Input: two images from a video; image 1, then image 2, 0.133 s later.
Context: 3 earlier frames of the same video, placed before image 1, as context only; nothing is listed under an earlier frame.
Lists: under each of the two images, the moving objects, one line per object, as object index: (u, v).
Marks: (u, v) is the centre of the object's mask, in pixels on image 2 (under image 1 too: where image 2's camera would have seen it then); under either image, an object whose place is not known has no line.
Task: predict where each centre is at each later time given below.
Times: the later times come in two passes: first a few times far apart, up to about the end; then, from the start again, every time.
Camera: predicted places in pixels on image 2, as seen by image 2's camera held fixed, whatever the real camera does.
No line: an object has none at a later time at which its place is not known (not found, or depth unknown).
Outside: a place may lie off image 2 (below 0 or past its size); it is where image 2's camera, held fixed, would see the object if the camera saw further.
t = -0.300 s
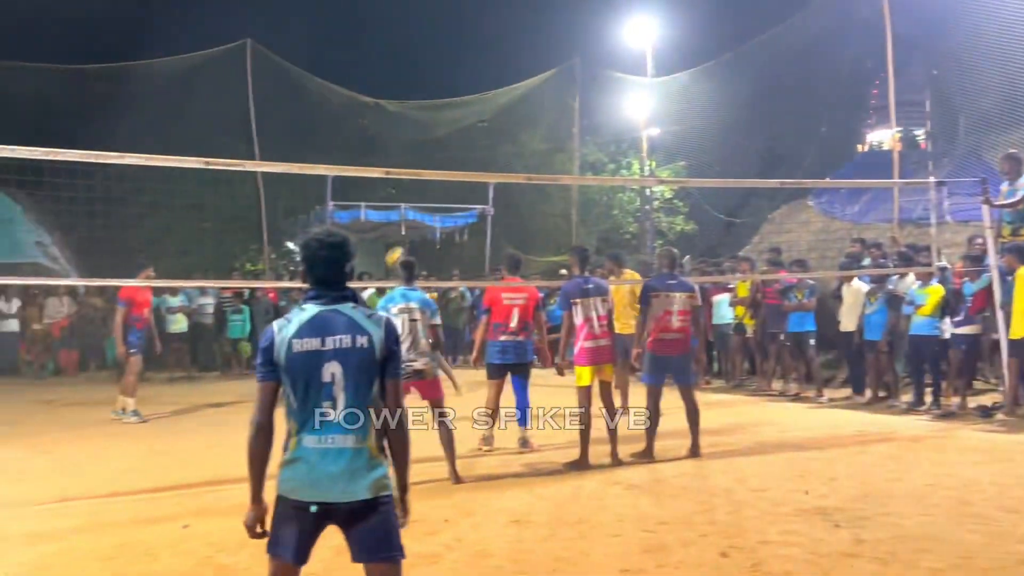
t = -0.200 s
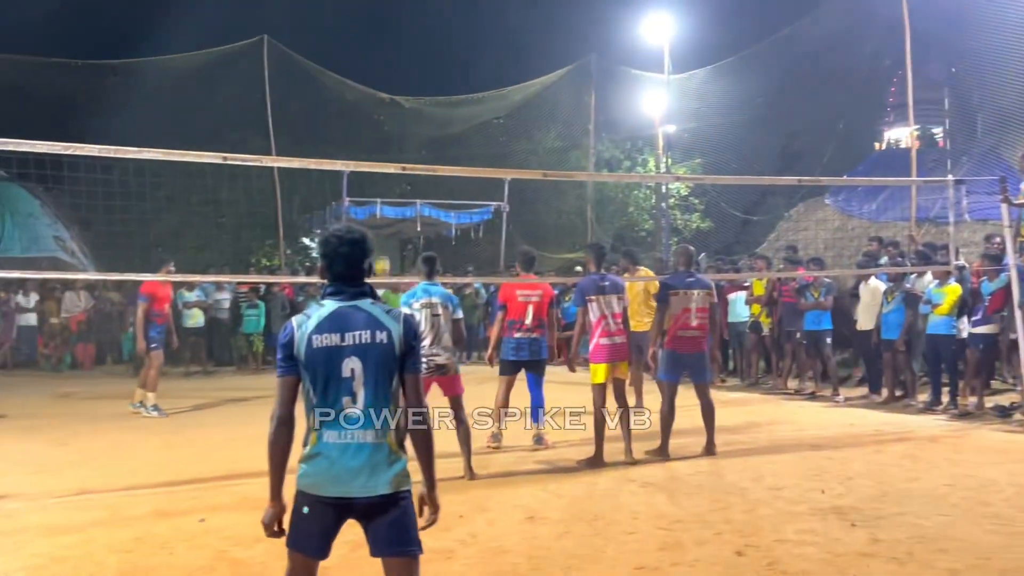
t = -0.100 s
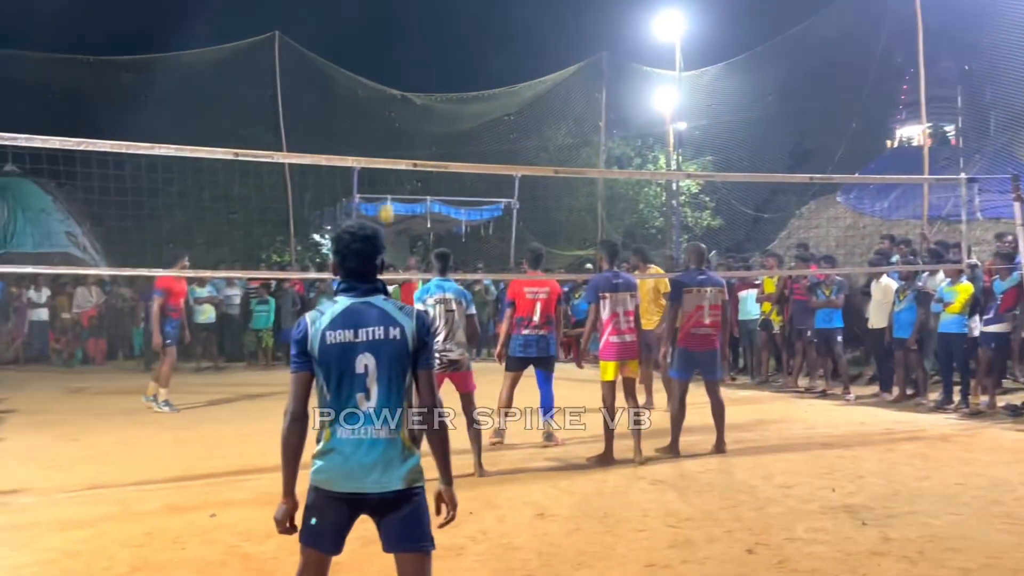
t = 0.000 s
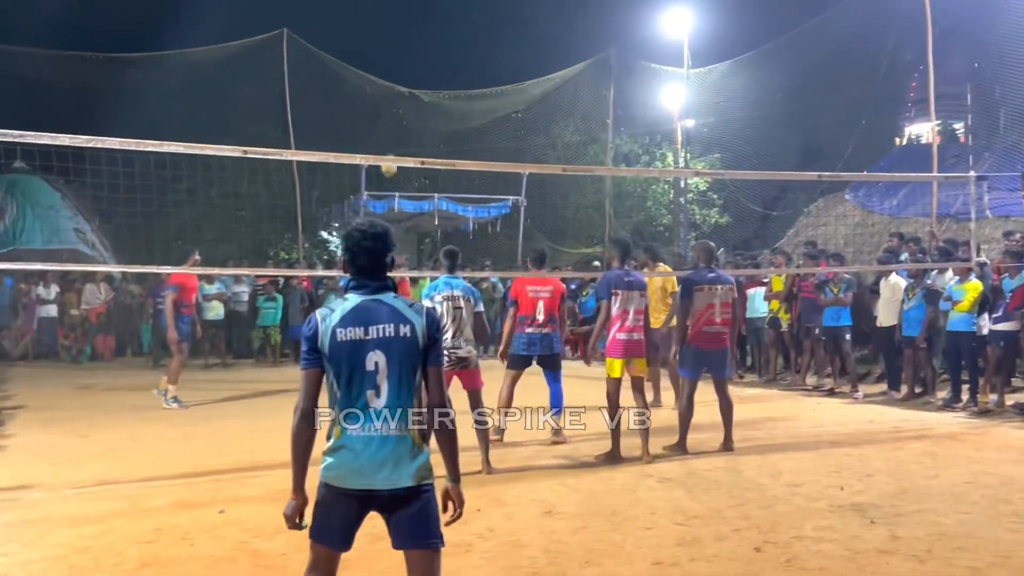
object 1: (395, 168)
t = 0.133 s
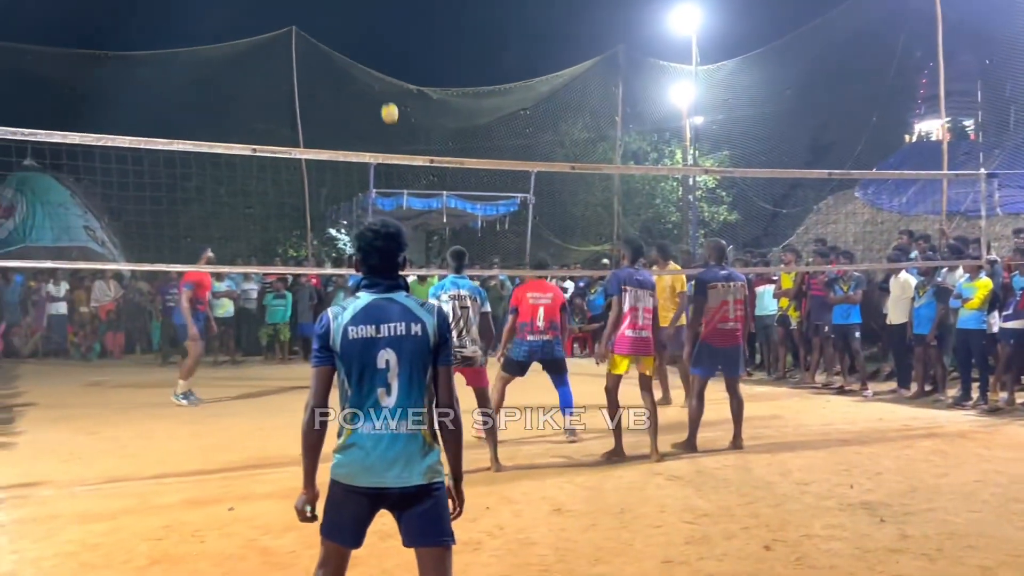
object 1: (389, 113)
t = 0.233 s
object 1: (385, 84)
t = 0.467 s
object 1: (372, 44)
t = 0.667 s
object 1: (361, 46)
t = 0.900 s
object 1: (347, 94)
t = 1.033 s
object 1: (337, 143)
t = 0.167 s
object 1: (388, 103)
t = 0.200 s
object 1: (387, 93)
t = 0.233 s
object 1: (385, 84)
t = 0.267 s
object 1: (383, 75)
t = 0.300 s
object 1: (382, 68)
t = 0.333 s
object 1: (380, 62)
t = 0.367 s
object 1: (378, 56)
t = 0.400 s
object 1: (376, 51)
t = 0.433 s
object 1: (374, 47)
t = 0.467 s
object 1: (372, 44)
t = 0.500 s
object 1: (371, 42)
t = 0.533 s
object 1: (369, 41)
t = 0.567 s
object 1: (367, 41)
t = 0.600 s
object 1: (365, 41)
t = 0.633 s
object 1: (363, 43)
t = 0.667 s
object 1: (361, 46)
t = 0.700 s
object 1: (359, 50)
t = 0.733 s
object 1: (357, 54)
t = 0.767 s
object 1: (355, 60)
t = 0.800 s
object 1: (353, 67)
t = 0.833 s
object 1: (351, 75)
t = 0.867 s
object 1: (349, 84)
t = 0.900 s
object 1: (347, 94)
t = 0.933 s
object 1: (344, 106)
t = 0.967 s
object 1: (342, 118)
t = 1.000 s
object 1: (339, 132)
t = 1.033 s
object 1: (337, 143)
